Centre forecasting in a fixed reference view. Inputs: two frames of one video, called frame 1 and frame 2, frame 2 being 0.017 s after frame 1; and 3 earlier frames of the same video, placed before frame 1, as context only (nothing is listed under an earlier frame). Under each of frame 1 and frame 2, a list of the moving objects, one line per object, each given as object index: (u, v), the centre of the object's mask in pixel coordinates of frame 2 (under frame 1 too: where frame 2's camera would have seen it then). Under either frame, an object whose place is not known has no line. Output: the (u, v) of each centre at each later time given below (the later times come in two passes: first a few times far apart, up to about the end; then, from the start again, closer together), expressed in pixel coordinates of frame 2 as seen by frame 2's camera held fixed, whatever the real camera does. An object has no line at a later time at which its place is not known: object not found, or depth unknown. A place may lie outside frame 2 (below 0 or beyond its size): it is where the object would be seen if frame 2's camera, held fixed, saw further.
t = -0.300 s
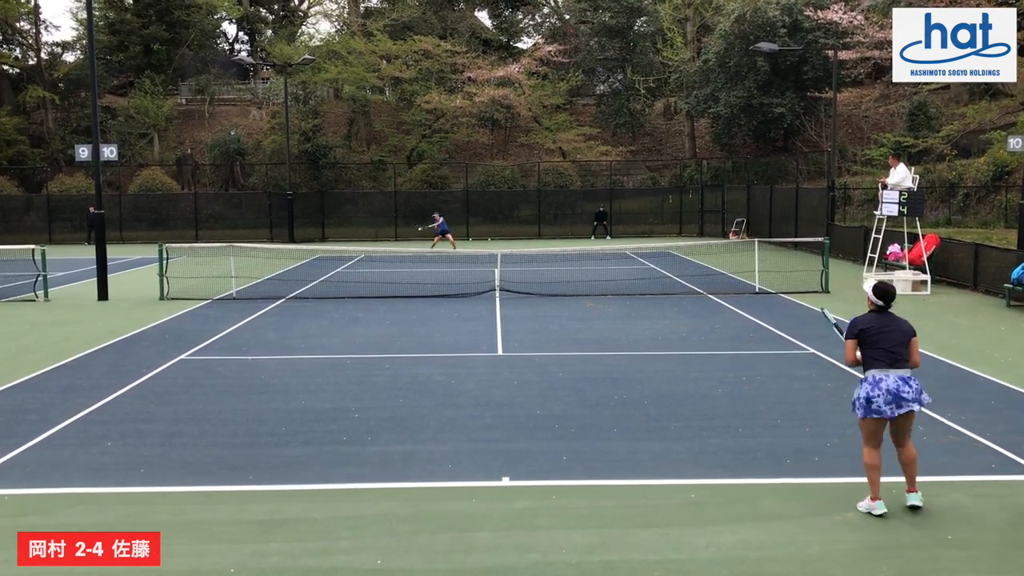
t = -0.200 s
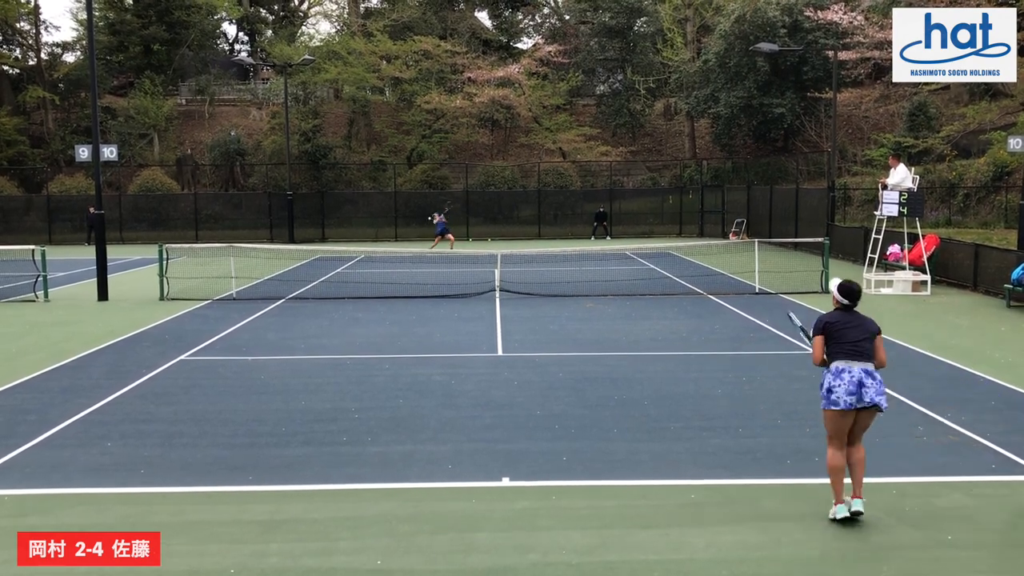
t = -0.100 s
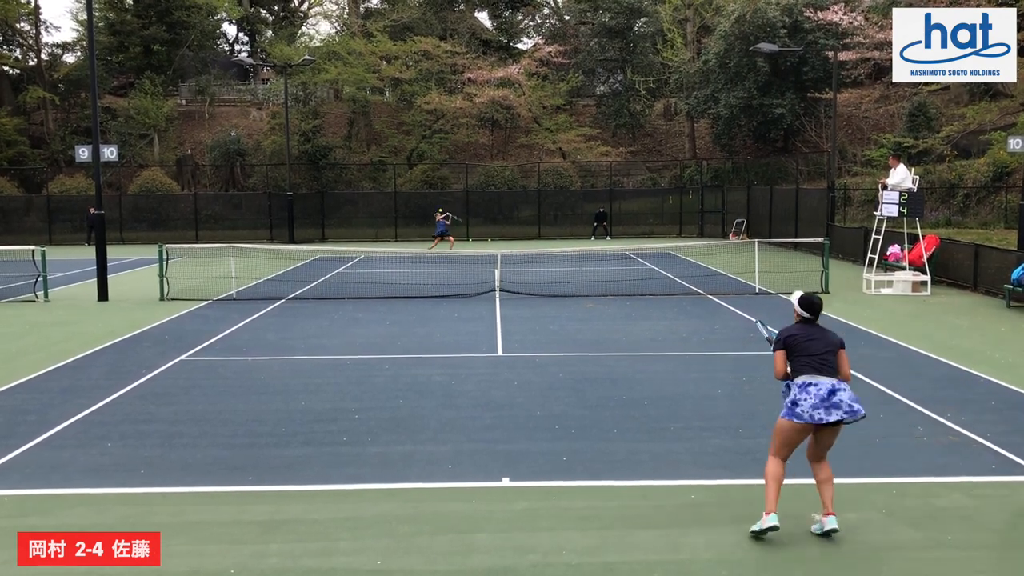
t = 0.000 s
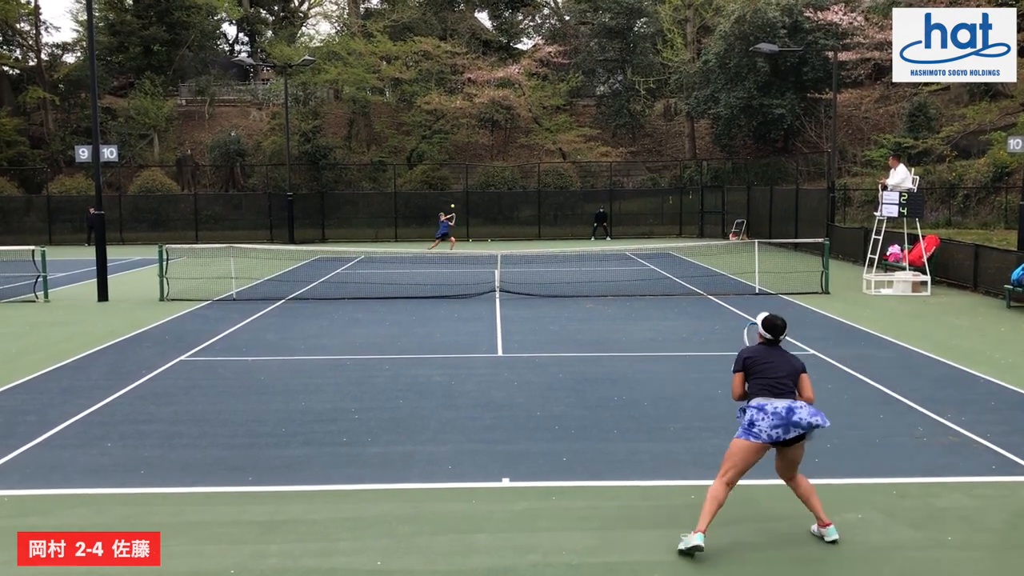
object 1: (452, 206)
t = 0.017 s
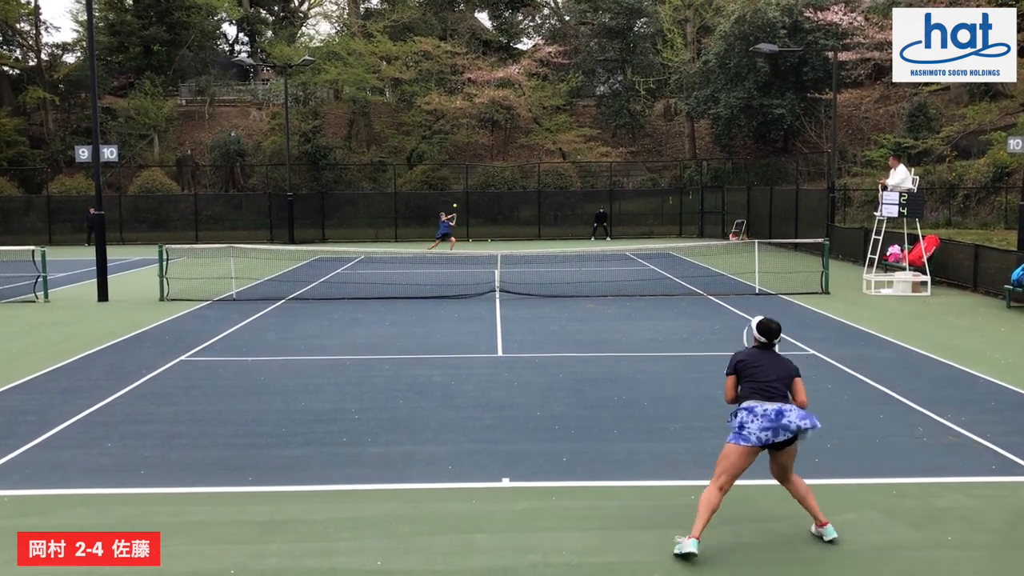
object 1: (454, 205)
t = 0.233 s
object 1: (488, 214)
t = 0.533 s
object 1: (559, 294)
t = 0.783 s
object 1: (649, 372)
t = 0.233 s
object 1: (488, 214)
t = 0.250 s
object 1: (491, 216)
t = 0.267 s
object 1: (495, 218)
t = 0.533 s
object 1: (559, 294)
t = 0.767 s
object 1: (644, 375)
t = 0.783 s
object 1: (649, 372)
